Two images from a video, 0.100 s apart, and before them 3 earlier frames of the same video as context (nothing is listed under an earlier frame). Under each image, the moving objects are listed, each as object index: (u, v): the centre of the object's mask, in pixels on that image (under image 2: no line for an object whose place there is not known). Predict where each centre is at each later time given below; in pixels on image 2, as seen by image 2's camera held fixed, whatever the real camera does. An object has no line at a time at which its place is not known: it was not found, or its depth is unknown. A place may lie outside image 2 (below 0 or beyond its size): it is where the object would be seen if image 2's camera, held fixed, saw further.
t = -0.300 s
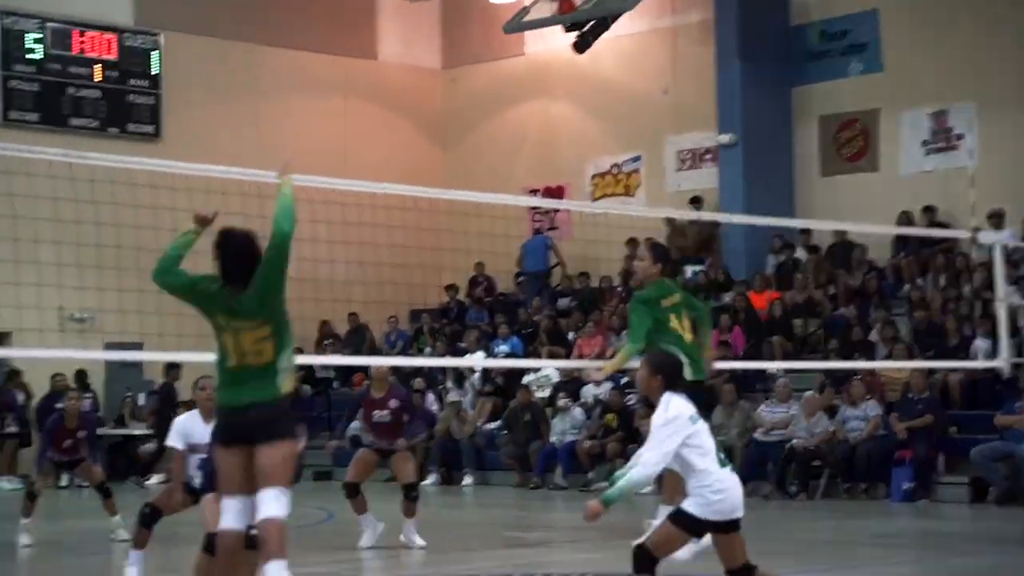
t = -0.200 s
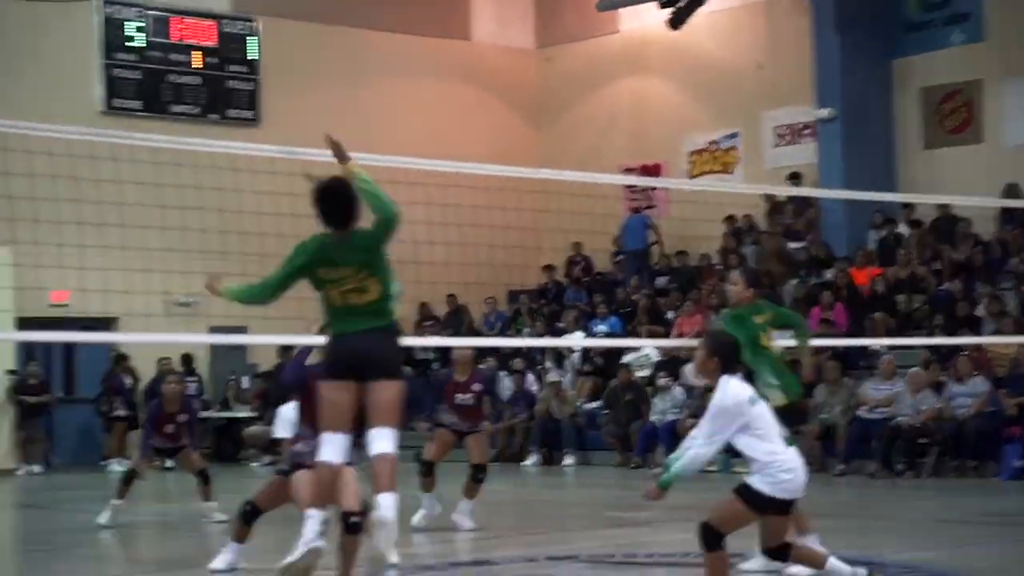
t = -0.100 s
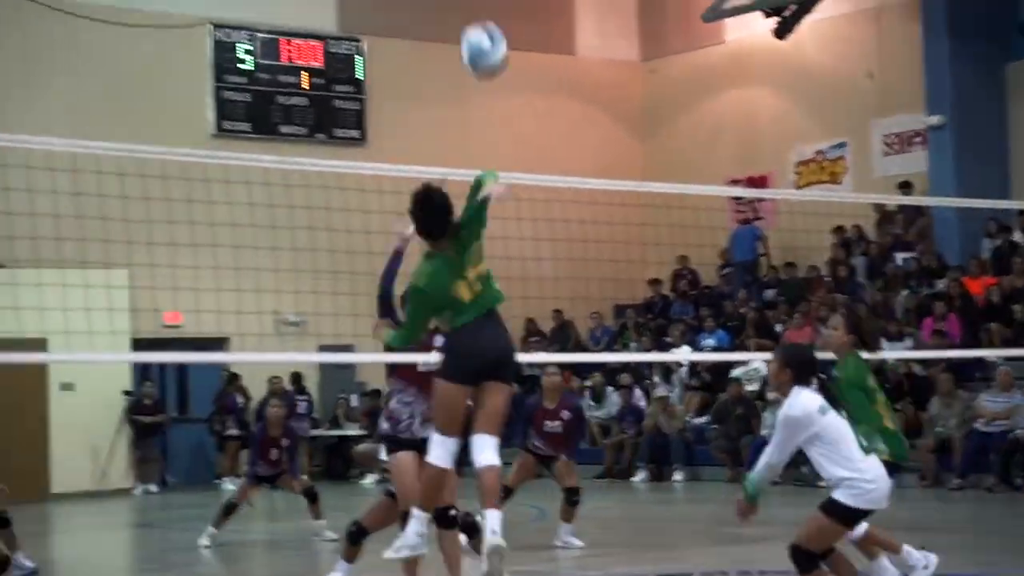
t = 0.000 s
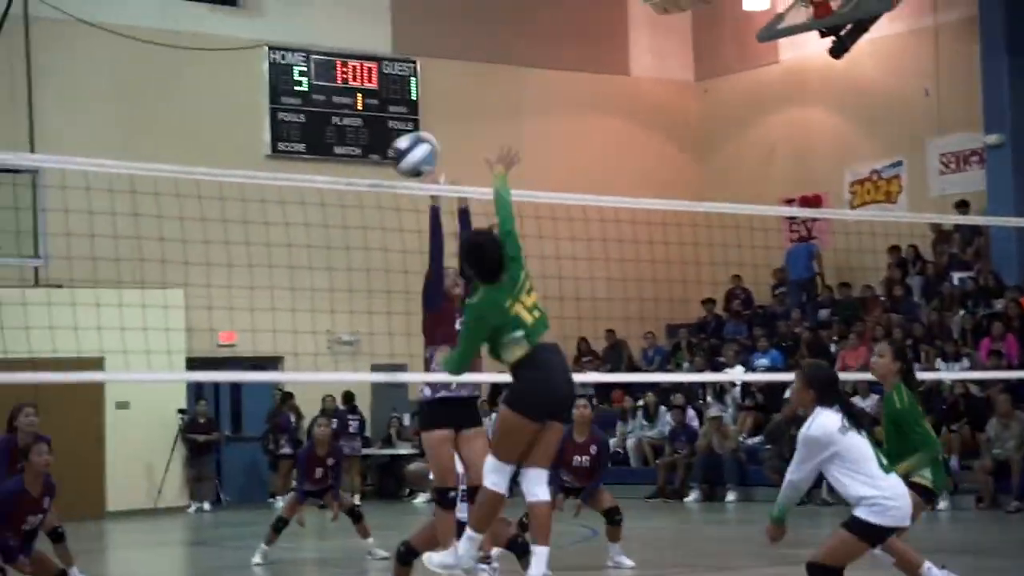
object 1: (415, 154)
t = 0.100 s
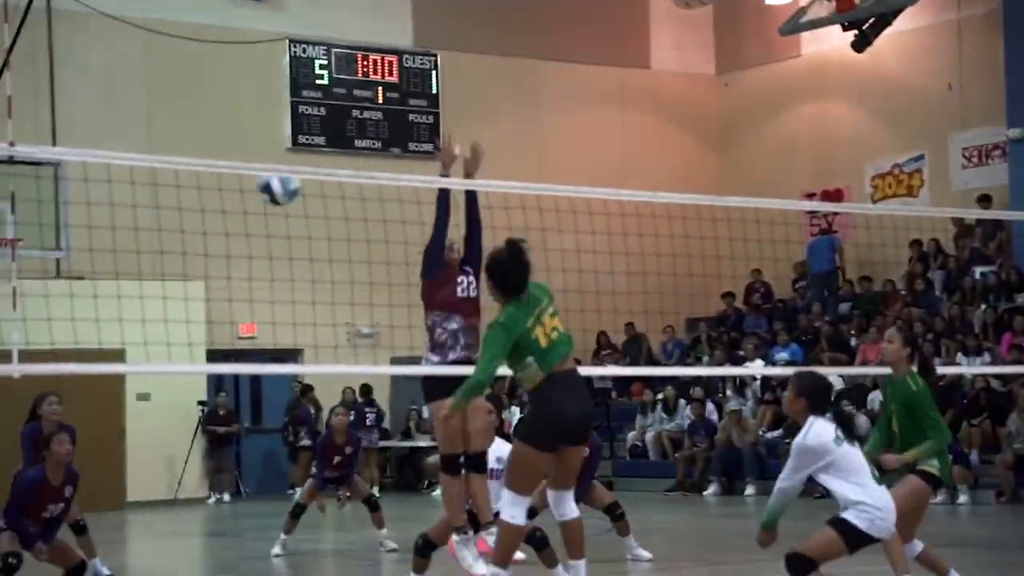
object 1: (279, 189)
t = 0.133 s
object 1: (232, 200)
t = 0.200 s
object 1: (154, 236)
